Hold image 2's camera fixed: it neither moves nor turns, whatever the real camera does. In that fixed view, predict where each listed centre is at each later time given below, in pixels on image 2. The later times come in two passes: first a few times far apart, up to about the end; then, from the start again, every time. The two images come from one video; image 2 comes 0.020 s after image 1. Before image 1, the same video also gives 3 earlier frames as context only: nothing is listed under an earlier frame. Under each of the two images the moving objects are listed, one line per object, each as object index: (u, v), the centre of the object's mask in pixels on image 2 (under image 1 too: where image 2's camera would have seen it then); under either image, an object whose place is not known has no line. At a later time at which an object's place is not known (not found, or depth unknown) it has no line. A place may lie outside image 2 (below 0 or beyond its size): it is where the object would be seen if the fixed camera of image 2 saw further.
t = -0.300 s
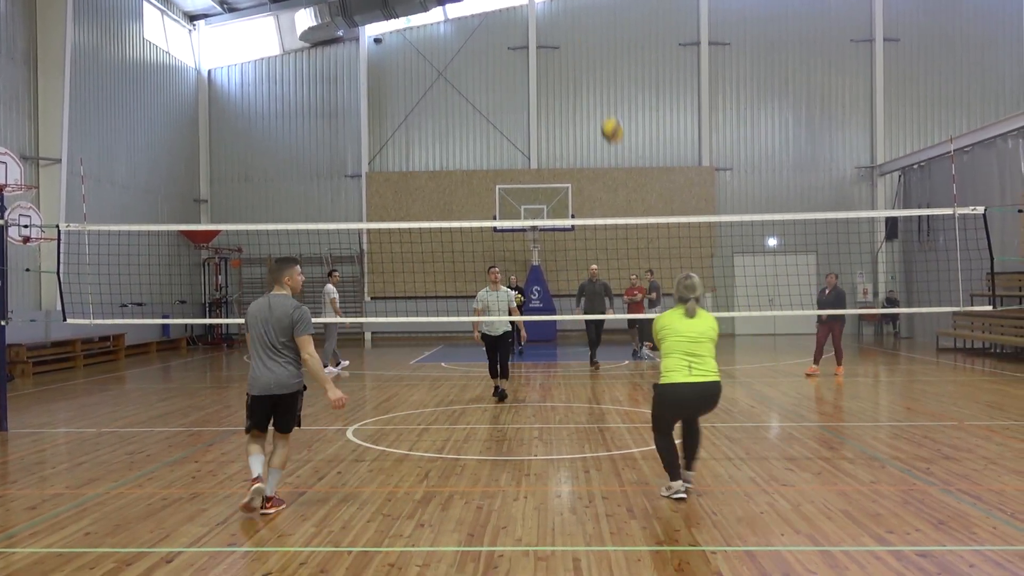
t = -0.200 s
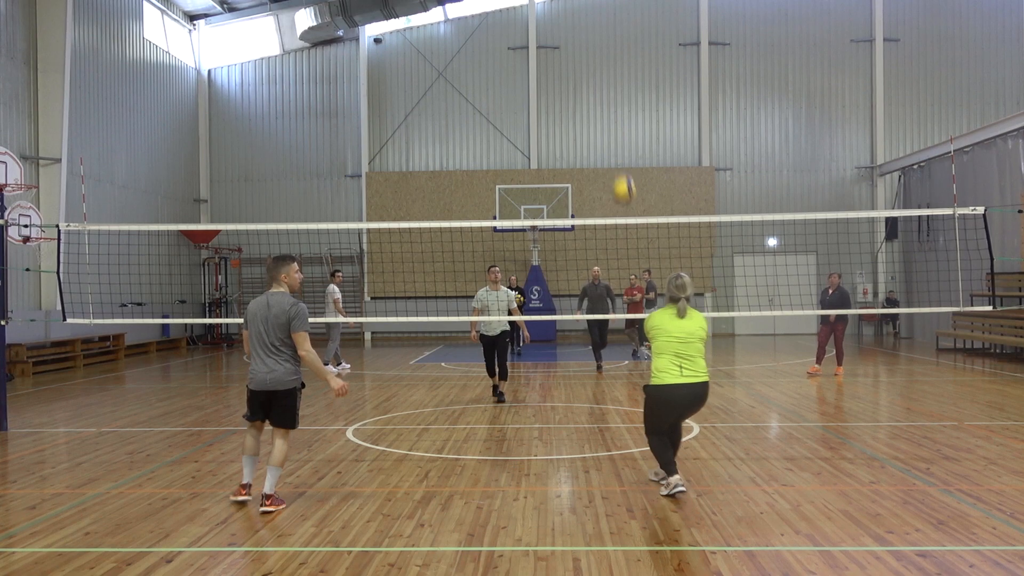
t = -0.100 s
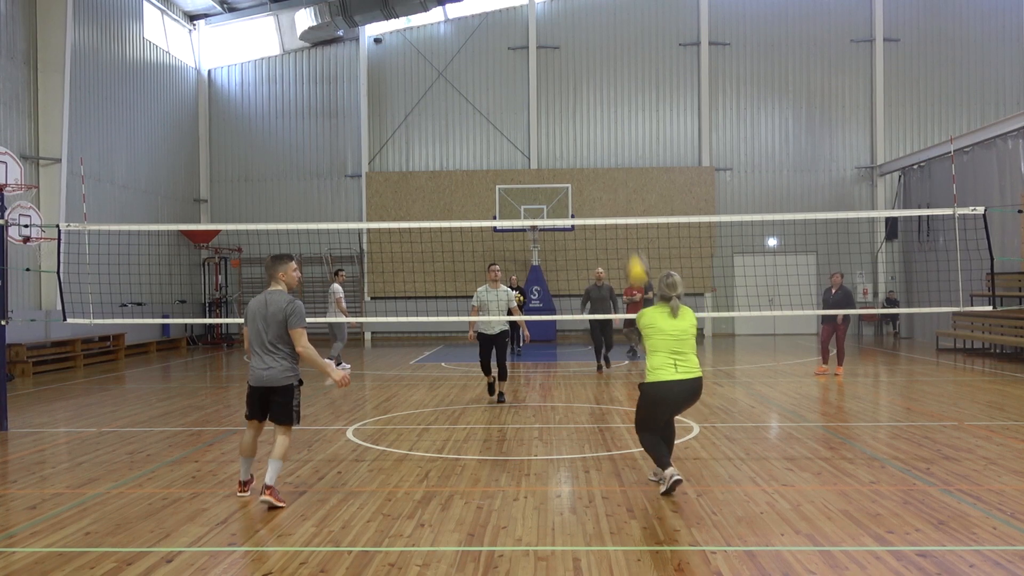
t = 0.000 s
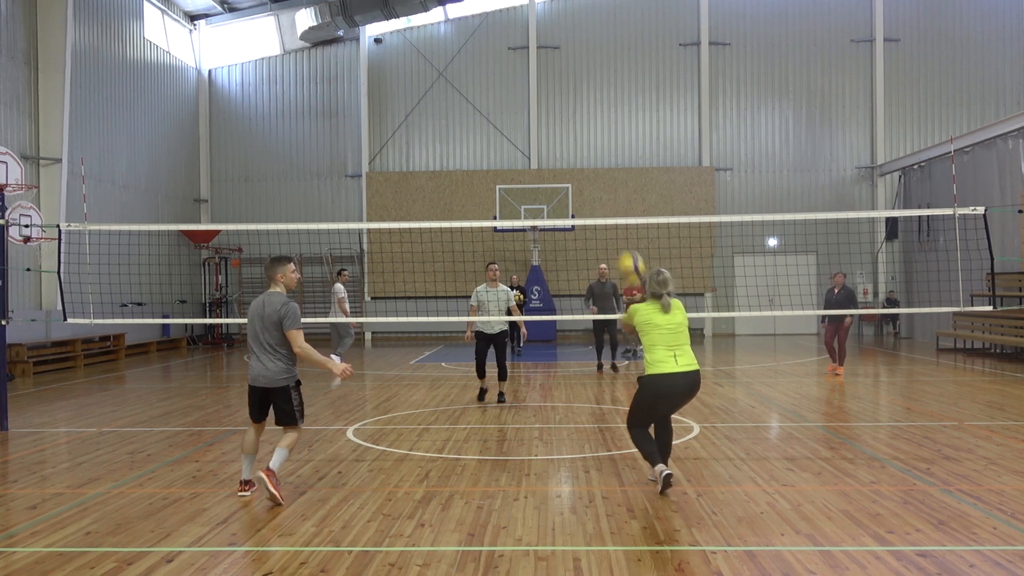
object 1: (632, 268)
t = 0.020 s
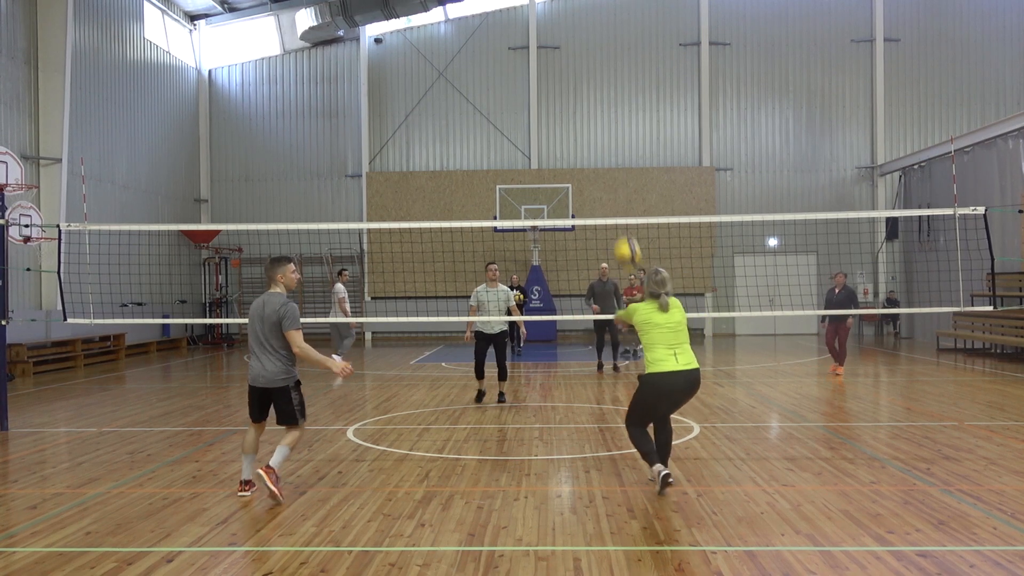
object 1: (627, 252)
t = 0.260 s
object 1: (580, 115)
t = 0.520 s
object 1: (531, 47)
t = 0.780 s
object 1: (483, 63)
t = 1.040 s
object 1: (437, 167)
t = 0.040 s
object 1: (623, 239)
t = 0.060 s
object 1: (620, 225)
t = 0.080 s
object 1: (615, 210)
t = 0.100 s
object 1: (611, 198)
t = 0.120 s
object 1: (607, 187)
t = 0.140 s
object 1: (604, 176)
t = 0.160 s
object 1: (599, 164)
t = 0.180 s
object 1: (595, 152)
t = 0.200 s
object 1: (591, 143)
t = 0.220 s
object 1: (587, 133)
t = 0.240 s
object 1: (584, 125)
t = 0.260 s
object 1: (580, 115)
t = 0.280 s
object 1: (575, 107)
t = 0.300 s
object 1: (572, 100)
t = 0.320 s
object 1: (568, 92)
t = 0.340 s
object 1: (564, 86)
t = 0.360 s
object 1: (560, 80)
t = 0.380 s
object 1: (557, 74)
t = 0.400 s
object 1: (553, 68)
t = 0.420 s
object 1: (549, 63)
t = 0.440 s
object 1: (546, 59)
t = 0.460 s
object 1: (542, 56)
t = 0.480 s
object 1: (538, 52)
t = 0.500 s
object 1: (534, 49)
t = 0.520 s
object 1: (531, 47)
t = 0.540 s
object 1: (527, 46)
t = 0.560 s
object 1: (523, 45)
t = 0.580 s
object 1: (520, 43)
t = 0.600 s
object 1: (516, 43)
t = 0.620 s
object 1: (512, 44)
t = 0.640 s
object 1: (509, 44)
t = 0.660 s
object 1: (505, 45)
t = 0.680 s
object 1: (502, 47)
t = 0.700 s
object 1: (498, 50)
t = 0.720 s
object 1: (494, 52)
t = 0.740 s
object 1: (491, 55)
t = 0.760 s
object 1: (487, 59)
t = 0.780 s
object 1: (483, 63)
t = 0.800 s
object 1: (480, 69)
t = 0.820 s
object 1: (476, 73)
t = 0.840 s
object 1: (473, 79)
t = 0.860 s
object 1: (469, 85)
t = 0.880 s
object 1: (465, 93)
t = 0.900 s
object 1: (462, 99)
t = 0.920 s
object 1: (458, 108)
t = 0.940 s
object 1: (455, 117)
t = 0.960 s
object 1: (451, 125)
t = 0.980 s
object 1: (448, 134)
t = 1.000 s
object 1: (445, 145)
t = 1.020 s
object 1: (441, 156)
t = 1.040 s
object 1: (437, 167)
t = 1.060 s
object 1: (433, 178)
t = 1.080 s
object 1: (431, 190)
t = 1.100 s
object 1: (428, 202)
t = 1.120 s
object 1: (425, 215)
